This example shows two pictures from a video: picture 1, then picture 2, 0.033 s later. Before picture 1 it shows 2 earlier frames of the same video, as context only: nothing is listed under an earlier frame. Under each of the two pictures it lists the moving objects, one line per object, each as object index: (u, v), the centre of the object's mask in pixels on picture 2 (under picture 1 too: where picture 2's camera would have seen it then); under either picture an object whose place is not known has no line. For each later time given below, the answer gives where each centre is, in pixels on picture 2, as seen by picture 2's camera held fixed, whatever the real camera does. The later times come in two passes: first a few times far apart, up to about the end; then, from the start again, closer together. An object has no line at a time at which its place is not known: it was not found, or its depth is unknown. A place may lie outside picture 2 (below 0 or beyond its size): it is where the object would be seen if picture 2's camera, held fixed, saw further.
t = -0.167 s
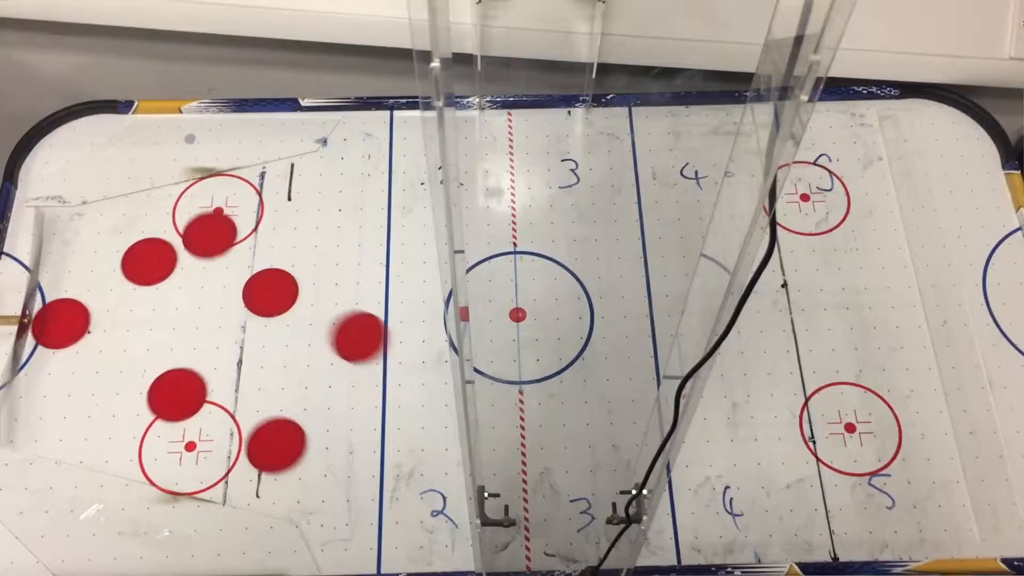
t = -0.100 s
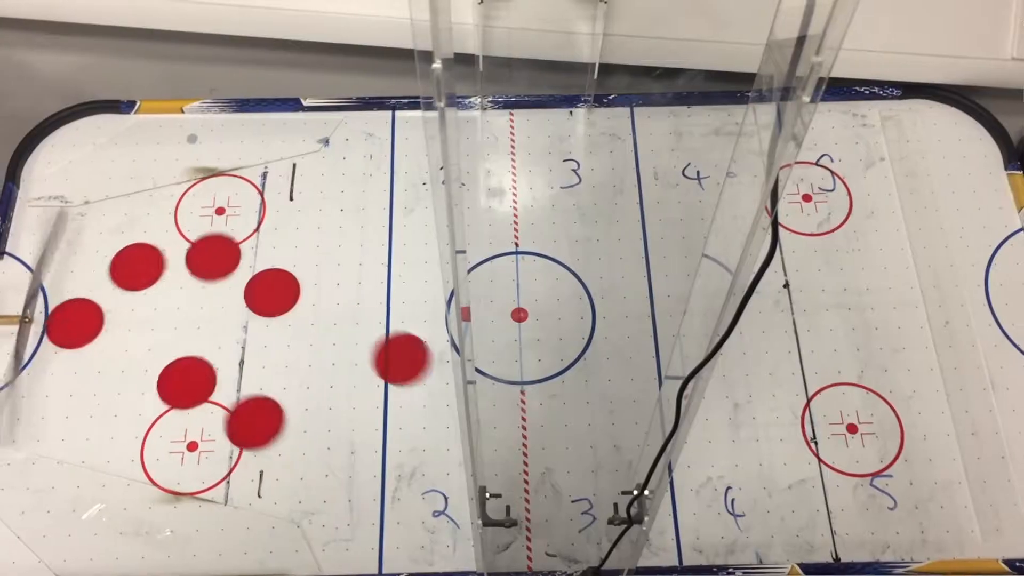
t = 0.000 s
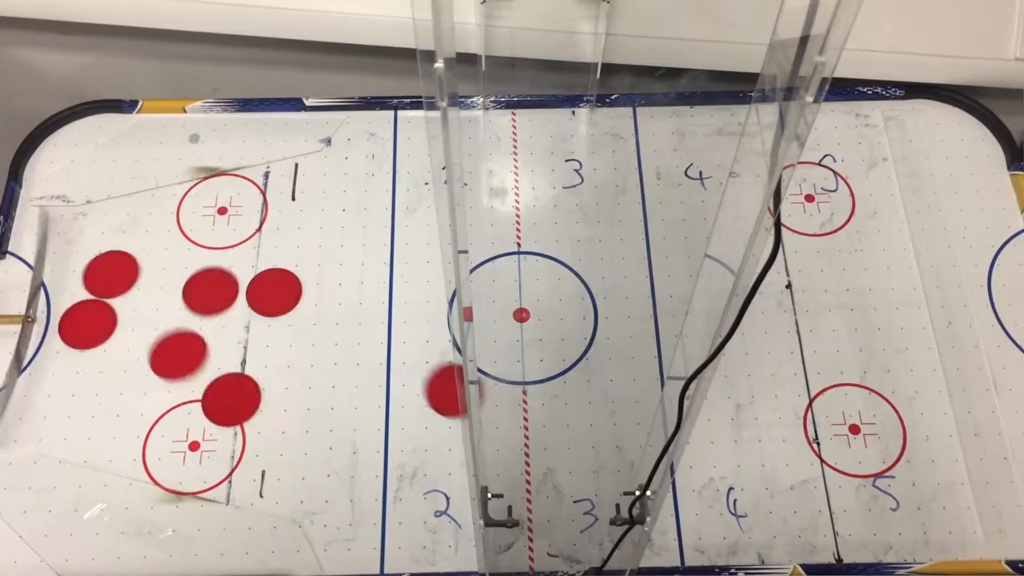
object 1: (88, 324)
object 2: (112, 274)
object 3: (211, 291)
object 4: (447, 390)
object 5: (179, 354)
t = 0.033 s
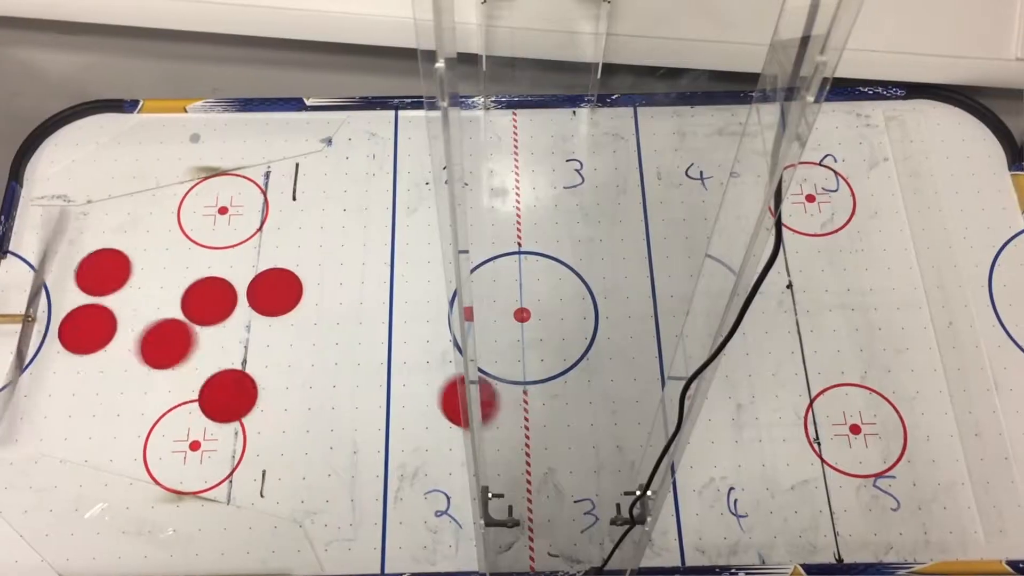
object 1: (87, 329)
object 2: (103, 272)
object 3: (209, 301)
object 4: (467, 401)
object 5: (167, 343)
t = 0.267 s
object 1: (62, 334)
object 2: (94, 267)
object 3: (208, 302)
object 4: (536, 471)
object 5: (120, 354)
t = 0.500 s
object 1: (77, 316)
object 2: (81, 267)
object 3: (155, 305)
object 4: (548, 525)
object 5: (79, 370)
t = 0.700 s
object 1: (70, 321)
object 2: (91, 266)
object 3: (129, 301)
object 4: (526, 539)
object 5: (75, 377)
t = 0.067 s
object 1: (85, 334)
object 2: (94, 270)
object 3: (214, 301)
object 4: (484, 412)
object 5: (144, 343)
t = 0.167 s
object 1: (68, 337)
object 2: (88, 267)
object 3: (217, 301)
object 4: (514, 442)
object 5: (128, 347)
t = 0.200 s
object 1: (68, 336)
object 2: (91, 267)
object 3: (215, 302)
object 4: (522, 452)
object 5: (123, 349)
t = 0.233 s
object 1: (64, 335)
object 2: (93, 267)
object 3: (212, 302)
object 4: (530, 462)
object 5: (122, 352)
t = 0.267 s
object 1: (62, 334)
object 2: (94, 267)
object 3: (208, 302)
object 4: (536, 471)
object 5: (120, 354)
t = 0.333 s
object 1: (67, 328)
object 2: (93, 267)
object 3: (198, 303)
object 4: (545, 488)
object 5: (110, 358)
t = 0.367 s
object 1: (72, 325)
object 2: (91, 267)
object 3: (191, 303)
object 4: (547, 496)
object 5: (107, 361)
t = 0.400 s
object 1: (75, 321)
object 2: (88, 267)
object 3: (183, 303)
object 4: (549, 504)
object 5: (103, 363)
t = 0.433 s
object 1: (77, 318)
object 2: (84, 267)
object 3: (175, 304)
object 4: (550, 511)
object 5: (96, 366)
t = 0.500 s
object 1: (77, 316)
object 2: (81, 267)
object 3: (155, 305)
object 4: (548, 525)
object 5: (79, 370)
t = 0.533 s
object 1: (77, 316)
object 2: (81, 266)
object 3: (144, 305)
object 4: (546, 530)
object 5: (69, 373)
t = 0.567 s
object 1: (73, 317)
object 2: (84, 266)
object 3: (135, 305)
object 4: (543, 535)
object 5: (59, 375)
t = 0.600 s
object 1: (65, 319)
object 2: (88, 267)
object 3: (134, 303)
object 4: (539, 539)
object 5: (59, 376)
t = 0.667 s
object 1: (70, 321)
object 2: (93, 268)
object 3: (129, 300)
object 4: (531, 541)
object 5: (55, 376)
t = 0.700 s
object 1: (70, 321)
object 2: (91, 266)
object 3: (129, 301)
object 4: (526, 539)
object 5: (75, 377)
